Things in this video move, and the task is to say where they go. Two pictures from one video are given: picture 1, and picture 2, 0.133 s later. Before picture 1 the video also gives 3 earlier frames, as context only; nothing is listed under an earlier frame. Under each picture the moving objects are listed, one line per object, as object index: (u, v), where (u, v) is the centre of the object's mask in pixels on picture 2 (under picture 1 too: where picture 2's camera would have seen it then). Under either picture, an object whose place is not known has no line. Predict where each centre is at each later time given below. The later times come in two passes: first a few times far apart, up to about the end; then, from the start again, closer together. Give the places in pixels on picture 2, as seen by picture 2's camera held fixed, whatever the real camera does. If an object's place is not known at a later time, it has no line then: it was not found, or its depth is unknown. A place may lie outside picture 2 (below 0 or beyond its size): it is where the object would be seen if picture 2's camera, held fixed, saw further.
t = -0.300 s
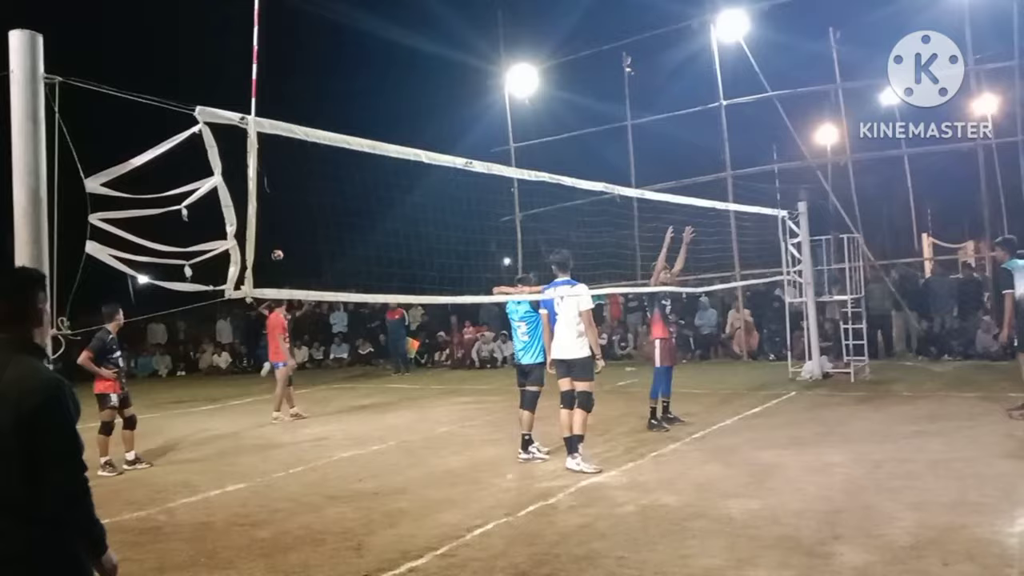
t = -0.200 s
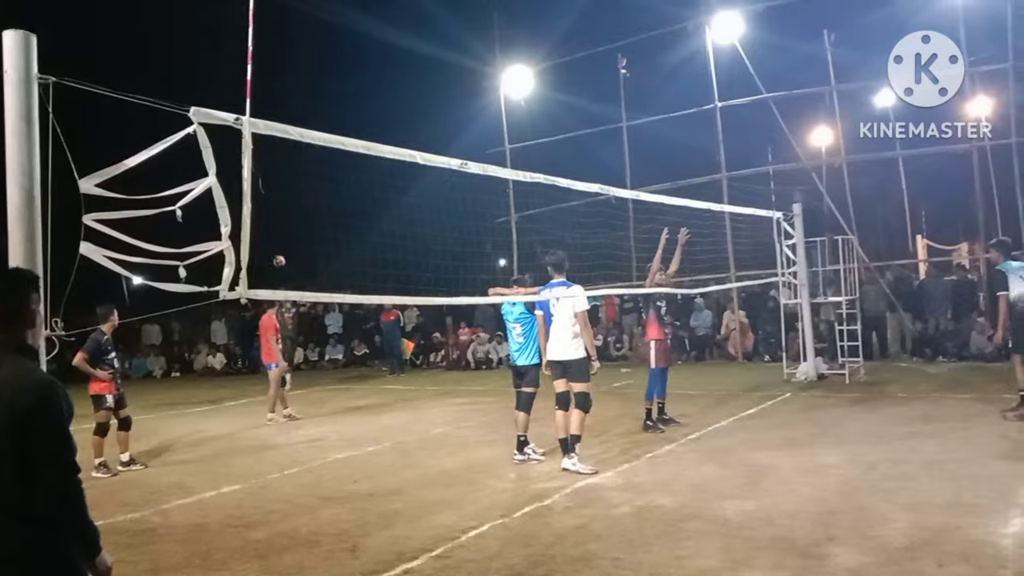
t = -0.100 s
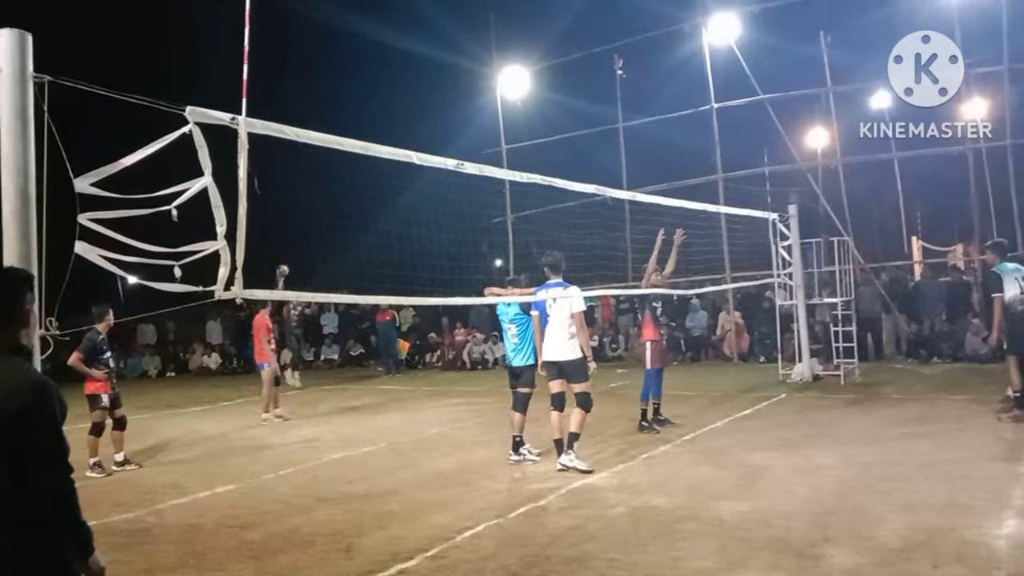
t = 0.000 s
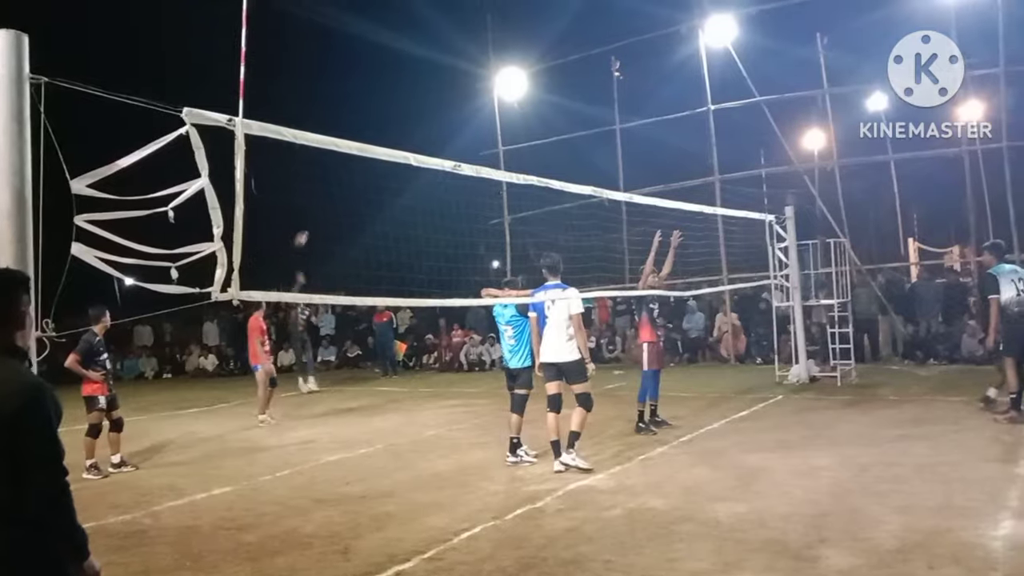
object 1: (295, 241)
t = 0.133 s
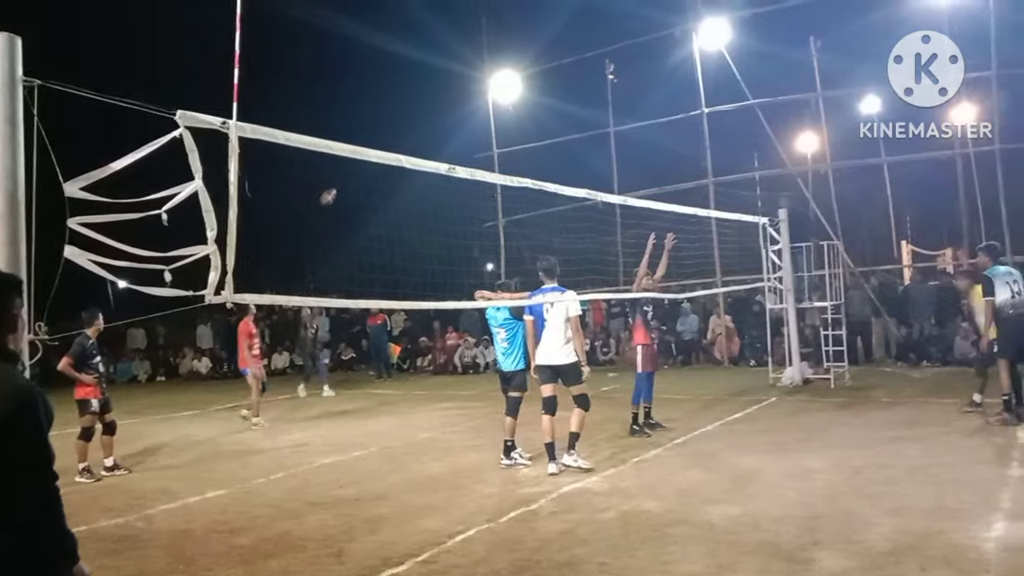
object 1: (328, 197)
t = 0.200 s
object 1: (347, 176)
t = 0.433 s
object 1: (425, 115)
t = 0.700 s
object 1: (538, 70)
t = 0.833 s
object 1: (611, 67)
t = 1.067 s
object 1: (780, 97)
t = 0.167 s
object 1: (337, 186)
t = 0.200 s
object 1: (347, 176)
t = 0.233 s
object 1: (356, 167)
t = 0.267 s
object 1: (363, 163)
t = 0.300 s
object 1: (380, 145)
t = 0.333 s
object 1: (389, 139)
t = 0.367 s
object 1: (401, 131)
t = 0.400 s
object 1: (413, 122)
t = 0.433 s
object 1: (425, 115)
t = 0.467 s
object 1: (438, 108)
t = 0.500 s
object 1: (451, 100)
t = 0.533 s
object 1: (463, 94)
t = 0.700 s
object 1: (538, 70)
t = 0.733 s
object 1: (555, 68)
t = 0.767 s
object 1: (573, 66)
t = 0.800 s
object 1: (594, 66)
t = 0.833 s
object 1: (611, 67)
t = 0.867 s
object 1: (630, 67)
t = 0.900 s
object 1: (652, 69)
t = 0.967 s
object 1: (701, 77)
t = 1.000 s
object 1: (723, 81)
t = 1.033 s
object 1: (752, 88)
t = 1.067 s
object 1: (780, 97)
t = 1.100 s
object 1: (806, 106)
